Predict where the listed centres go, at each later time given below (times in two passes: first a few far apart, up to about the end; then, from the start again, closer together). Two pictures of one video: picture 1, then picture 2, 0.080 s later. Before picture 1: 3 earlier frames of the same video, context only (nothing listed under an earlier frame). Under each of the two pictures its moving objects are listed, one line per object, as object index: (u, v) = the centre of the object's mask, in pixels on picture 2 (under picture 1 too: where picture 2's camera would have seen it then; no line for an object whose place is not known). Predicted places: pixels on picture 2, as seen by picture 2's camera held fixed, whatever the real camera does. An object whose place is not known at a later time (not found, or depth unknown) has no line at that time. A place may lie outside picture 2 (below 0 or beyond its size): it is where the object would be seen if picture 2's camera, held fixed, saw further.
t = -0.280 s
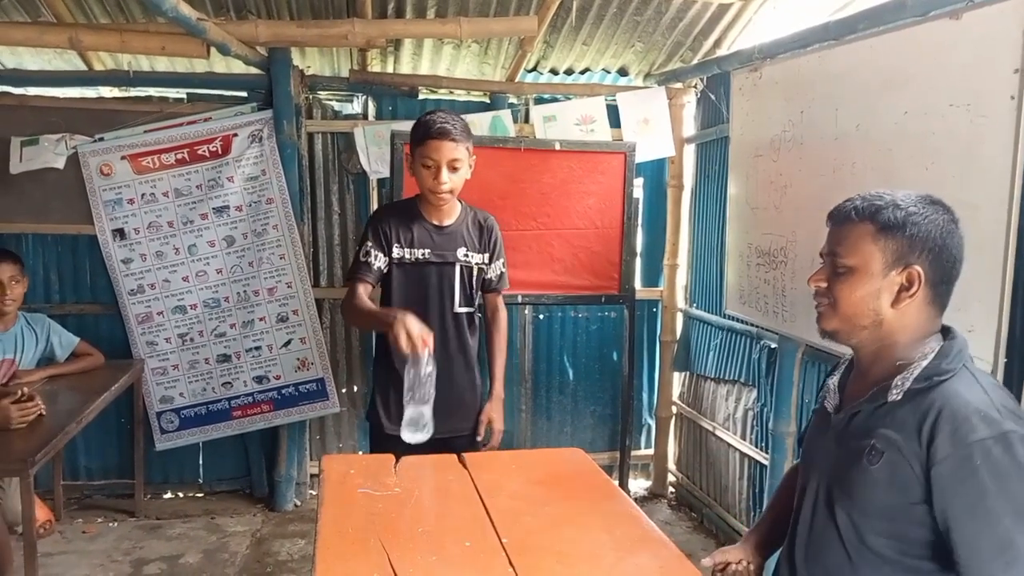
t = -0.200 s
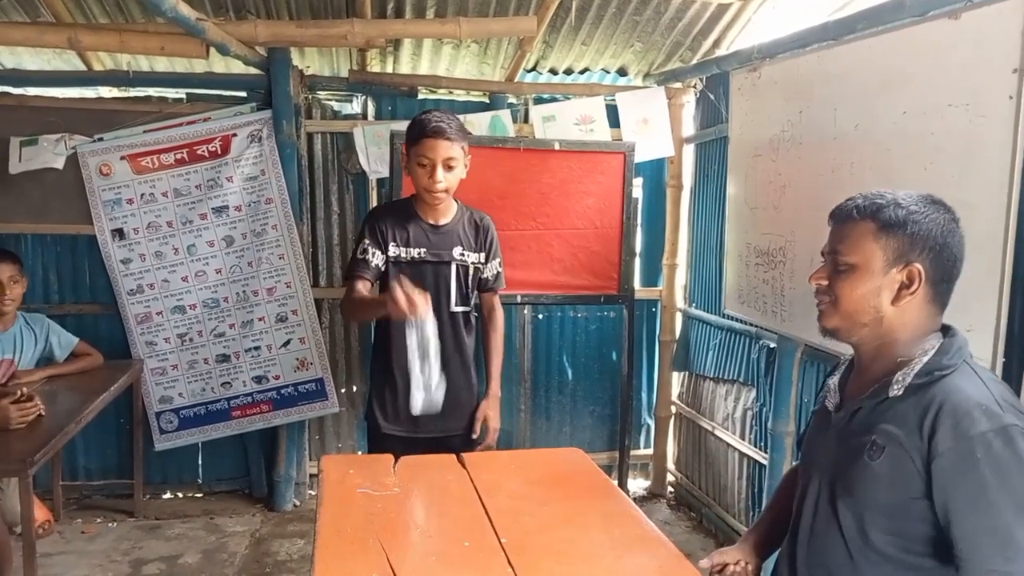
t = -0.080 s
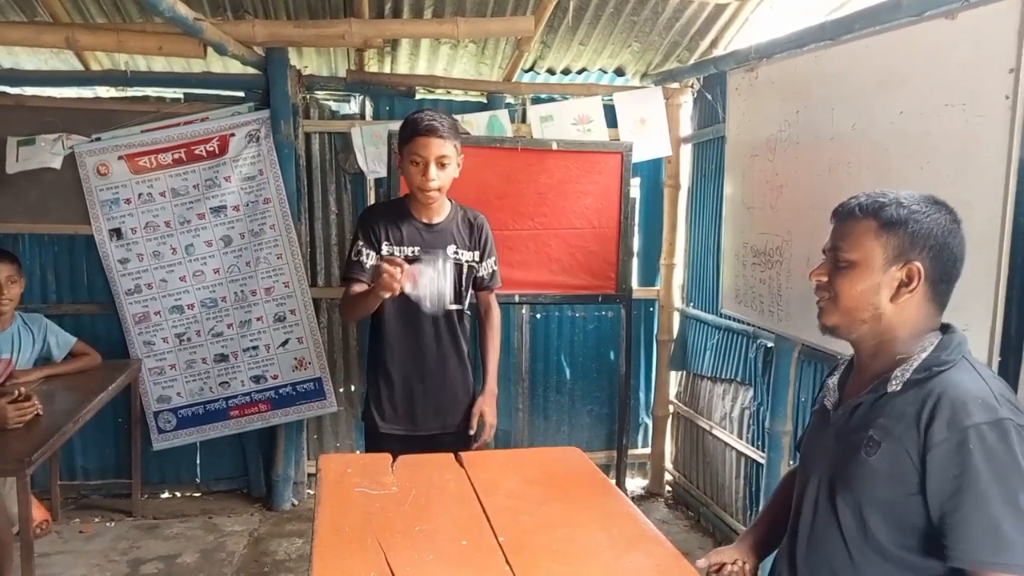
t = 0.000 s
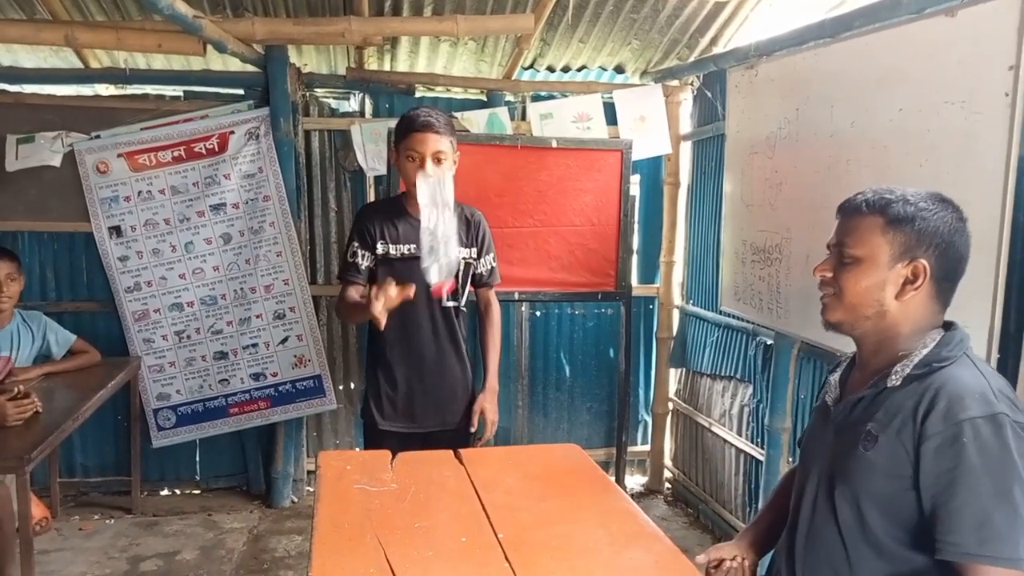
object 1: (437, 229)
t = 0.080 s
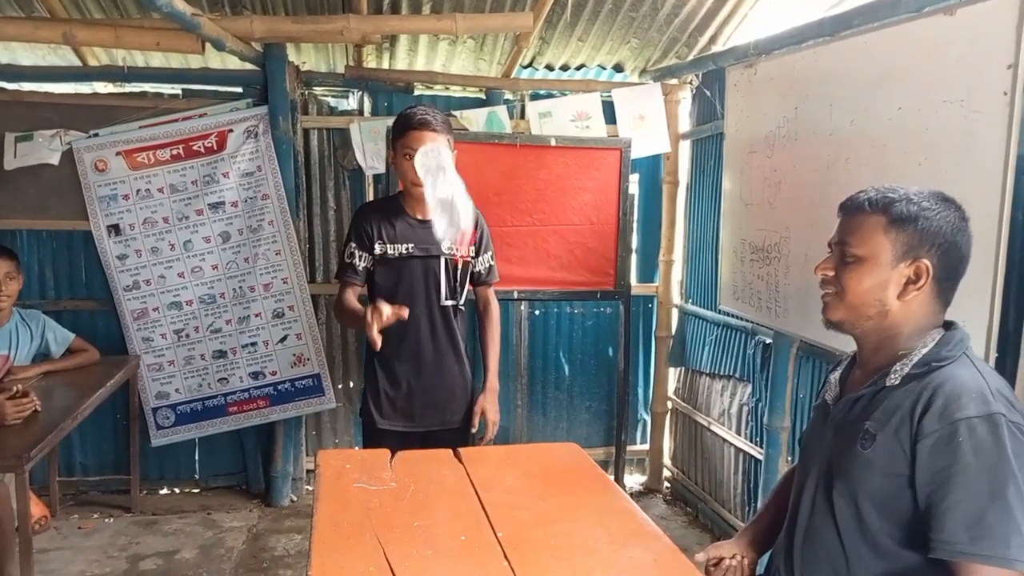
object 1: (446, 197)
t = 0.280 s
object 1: (452, 247)
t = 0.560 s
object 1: (477, 474)
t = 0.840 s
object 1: (508, 545)
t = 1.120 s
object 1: (509, 545)
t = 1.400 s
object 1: (509, 544)
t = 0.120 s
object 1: (450, 186)
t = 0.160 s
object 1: (449, 181)
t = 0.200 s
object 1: (451, 194)
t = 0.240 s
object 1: (451, 216)
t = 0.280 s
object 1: (452, 247)
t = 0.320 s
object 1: (452, 289)
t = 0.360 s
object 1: (452, 344)
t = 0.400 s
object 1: (454, 453)
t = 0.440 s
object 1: (463, 467)
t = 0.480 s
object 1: (468, 469)
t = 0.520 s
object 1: (472, 471)
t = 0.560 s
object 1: (477, 474)
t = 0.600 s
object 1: (488, 482)
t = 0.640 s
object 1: (496, 492)
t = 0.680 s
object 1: (504, 507)
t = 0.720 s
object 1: (510, 532)
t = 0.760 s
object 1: (512, 541)
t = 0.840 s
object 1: (508, 545)
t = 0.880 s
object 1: (508, 545)
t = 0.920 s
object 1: (508, 545)
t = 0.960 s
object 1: (508, 545)
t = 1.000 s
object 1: (508, 545)
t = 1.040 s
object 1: (509, 545)
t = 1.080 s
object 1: (509, 545)
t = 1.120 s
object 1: (509, 545)
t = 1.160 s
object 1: (510, 545)
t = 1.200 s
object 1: (510, 545)
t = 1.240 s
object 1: (510, 544)
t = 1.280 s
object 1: (510, 544)
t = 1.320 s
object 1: (509, 544)
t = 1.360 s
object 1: (509, 544)
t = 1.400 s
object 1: (509, 544)
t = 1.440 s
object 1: (509, 542)
